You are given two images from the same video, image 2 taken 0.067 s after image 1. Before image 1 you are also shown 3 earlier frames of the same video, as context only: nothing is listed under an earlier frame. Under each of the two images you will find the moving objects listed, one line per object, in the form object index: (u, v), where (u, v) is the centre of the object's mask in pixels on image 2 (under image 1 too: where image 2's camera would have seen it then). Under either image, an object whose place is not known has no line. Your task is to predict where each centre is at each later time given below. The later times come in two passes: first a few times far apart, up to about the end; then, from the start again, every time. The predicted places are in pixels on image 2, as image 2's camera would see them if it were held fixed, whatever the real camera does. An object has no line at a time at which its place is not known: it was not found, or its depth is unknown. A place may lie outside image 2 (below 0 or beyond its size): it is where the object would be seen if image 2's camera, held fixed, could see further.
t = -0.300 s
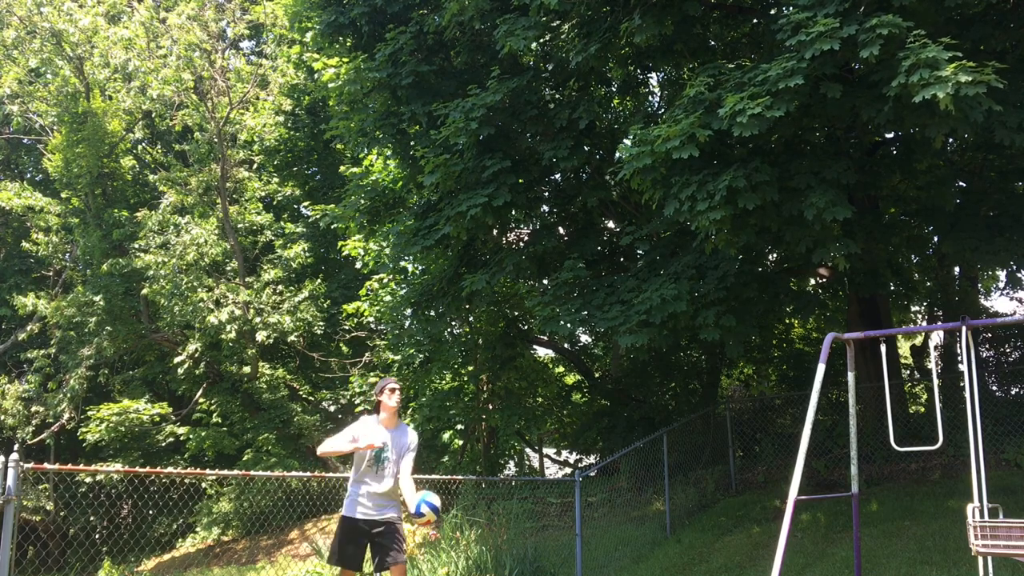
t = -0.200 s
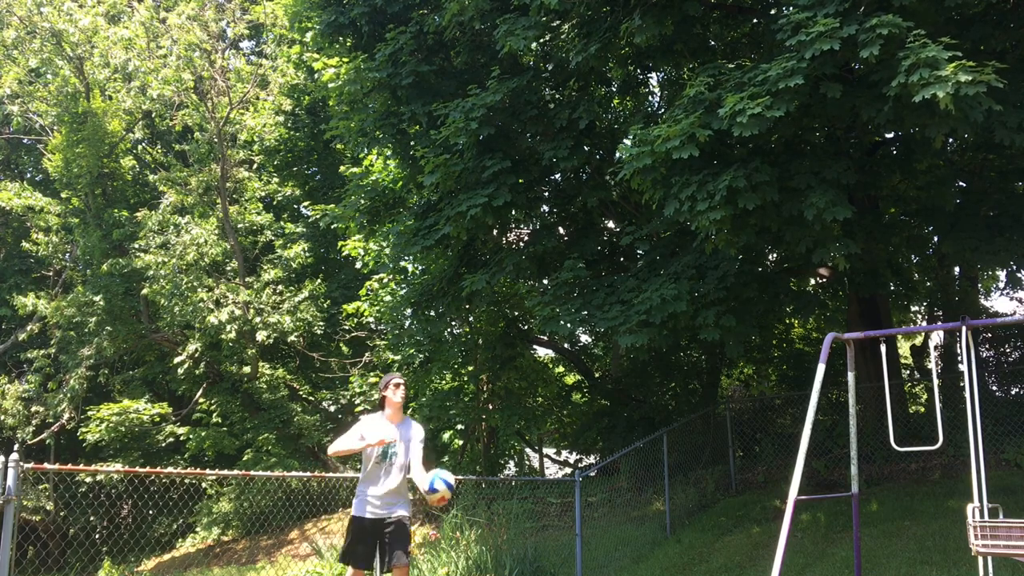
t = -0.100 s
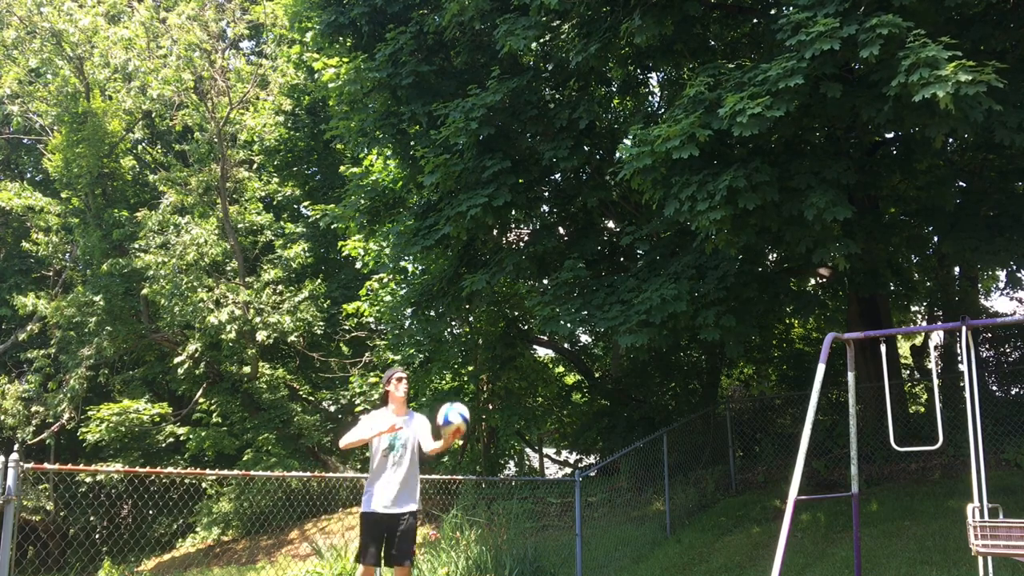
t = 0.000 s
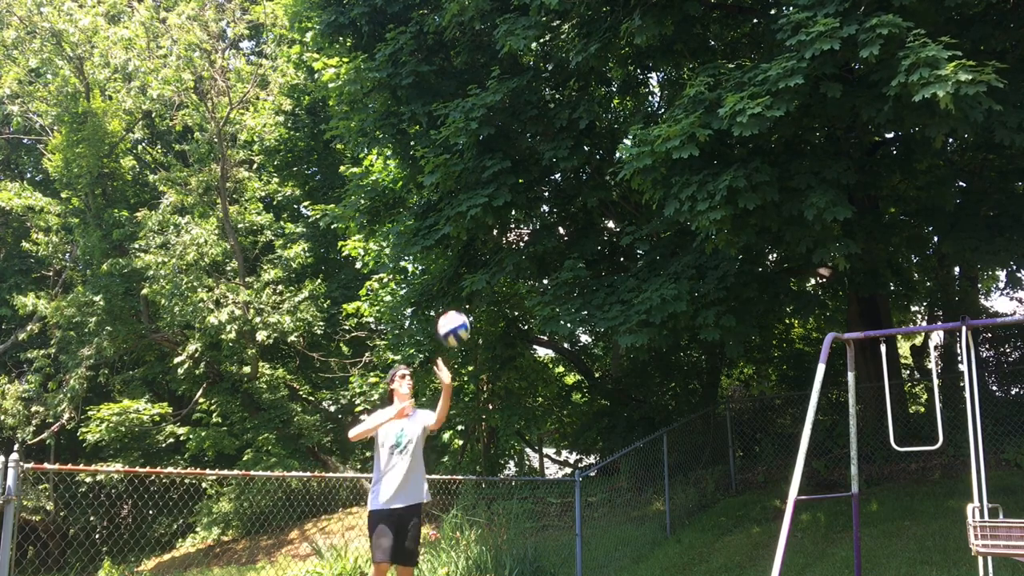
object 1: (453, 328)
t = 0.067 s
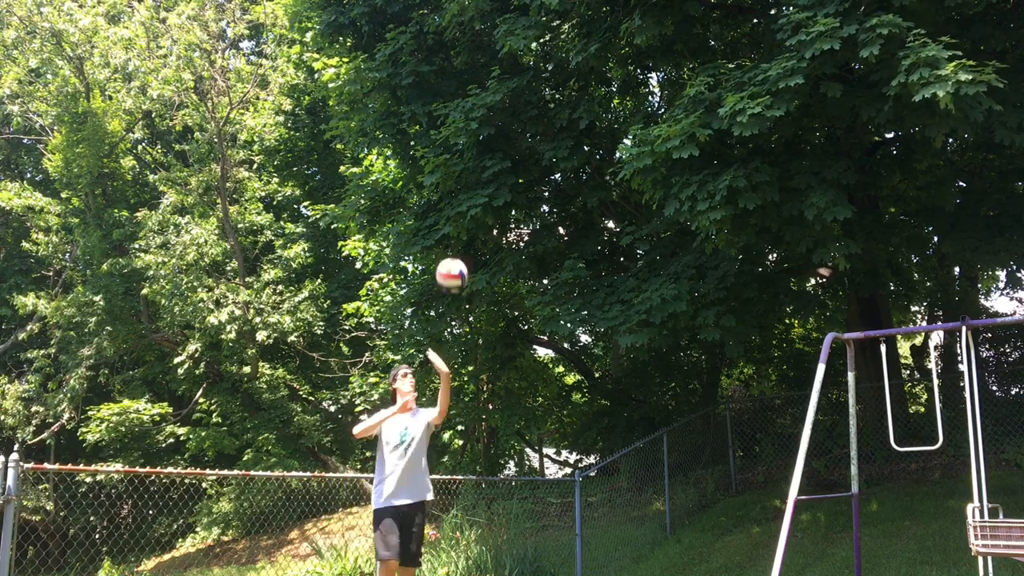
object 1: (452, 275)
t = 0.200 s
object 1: (448, 190)
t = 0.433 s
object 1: (441, 102)
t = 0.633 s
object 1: (436, 85)
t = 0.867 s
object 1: (428, 129)
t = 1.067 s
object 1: (420, 229)
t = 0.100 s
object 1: (451, 251)
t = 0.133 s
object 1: (449, 229)
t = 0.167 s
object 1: (449, 209)
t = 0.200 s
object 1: (448, 190)
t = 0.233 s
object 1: (447, 173)
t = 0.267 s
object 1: (446, 157)
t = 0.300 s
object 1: (445, 143)
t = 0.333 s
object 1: (444, 131)
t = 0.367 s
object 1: (443, 120)
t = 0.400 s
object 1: (443, 110)
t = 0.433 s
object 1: (441, 102)
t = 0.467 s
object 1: (441, 95)
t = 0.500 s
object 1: (440, 90)
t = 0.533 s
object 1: (439, 87)
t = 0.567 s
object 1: (437, 85)
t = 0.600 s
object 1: (437, 84)
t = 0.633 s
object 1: (436, 85)
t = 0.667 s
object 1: (435, 86)
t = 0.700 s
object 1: (434, 90)
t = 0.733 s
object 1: (432, 95)
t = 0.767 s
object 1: (432, 102)
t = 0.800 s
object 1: (430, 110)
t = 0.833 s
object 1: (429, 118)
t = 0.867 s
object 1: (428, 129)
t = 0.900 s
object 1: (427, 142)
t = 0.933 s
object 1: (426, 157)
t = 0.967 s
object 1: (424, 173)
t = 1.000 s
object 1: (423, 190)
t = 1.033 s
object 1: (422, 209)
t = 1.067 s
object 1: (420, 229)
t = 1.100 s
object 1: (419, 251)
